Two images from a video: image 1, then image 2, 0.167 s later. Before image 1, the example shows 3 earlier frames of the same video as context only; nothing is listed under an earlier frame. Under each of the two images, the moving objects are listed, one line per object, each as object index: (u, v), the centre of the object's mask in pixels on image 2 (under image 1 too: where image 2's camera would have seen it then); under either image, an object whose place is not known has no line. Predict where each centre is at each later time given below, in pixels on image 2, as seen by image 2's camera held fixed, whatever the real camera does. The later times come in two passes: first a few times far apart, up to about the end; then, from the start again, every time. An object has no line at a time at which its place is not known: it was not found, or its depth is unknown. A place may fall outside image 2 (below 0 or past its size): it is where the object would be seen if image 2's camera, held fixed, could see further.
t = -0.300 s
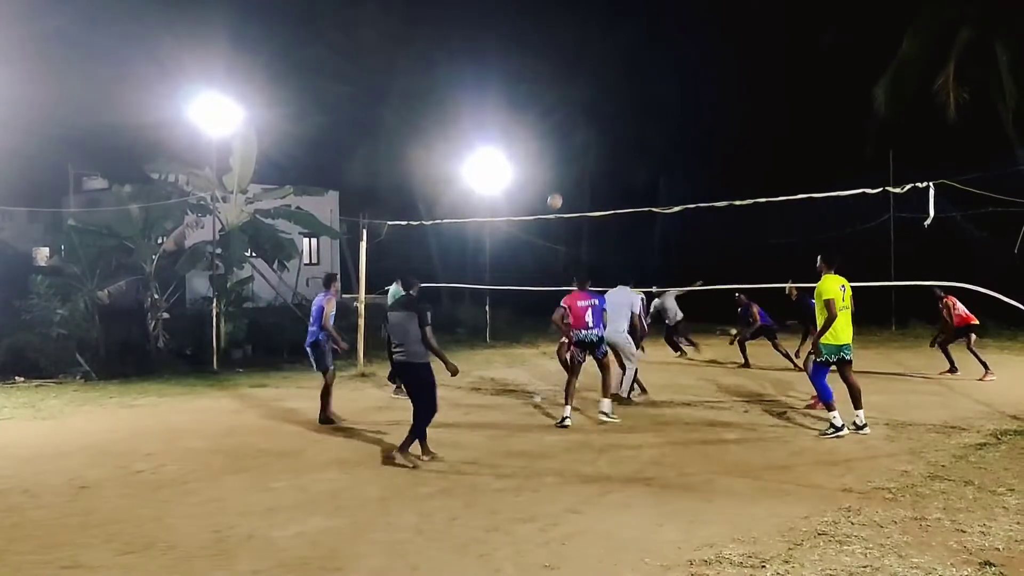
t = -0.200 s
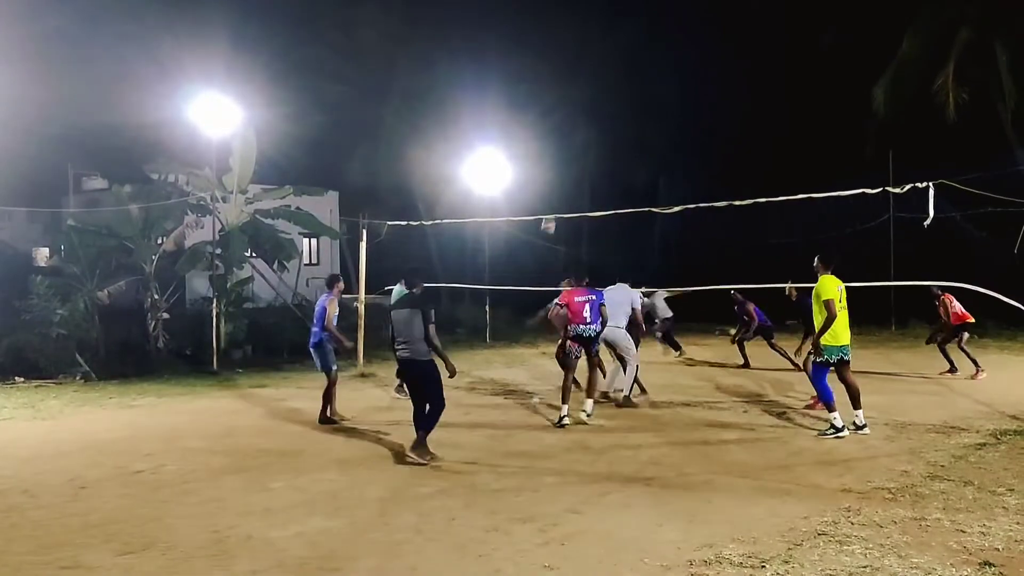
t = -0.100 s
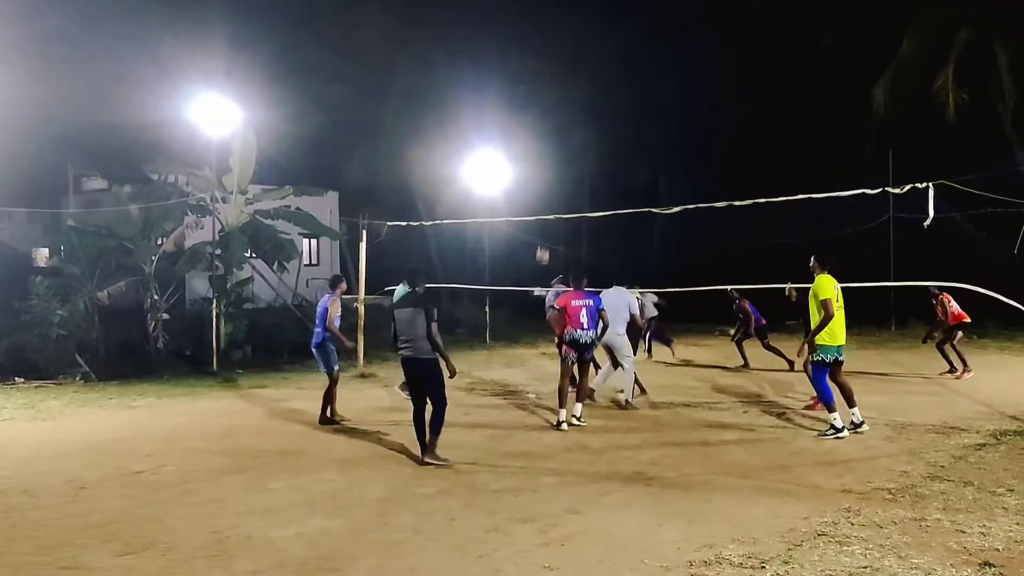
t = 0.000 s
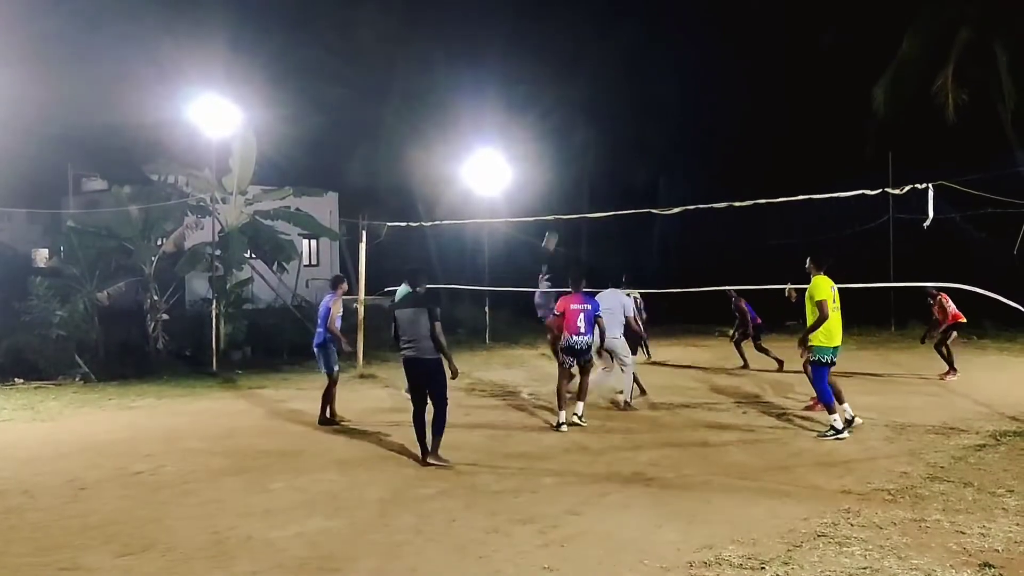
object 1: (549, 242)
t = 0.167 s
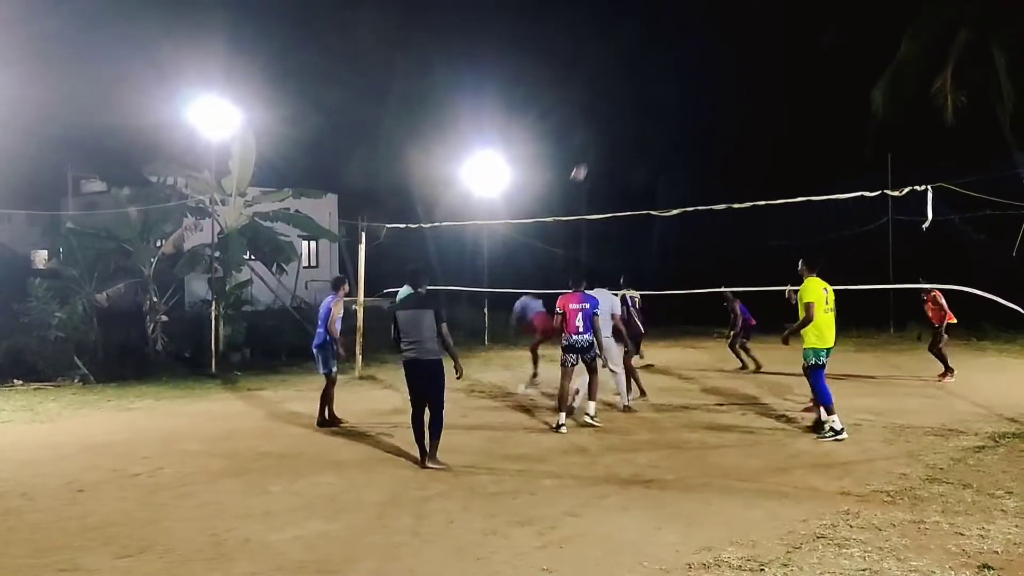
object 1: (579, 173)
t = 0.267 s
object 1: (597, 140)
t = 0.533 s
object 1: (643, 83)
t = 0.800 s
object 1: (687, 71)
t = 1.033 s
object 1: (724, 93)
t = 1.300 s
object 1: (764, 153)
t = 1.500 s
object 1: (794, 221)
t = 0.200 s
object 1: (585, 161)
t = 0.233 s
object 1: (591, 151)
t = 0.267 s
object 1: (597, 140)
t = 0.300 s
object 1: (603, 131)
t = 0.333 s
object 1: (608, 122)
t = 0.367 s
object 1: (614, 114)
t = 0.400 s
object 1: (620, 106)
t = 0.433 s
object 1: (626, 99)
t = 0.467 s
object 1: (631, 93)
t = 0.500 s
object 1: (637, 88)
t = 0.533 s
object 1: (643, 83)
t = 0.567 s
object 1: (648, 80)
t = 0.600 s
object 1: (654, 76)
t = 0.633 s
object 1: (660, 74)
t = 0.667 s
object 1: (665, 72)
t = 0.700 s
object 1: (671, 70)
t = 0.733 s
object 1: (676, 70)
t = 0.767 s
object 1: (682, 70)
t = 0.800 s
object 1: (687, 71)
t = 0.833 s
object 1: (693, 72)
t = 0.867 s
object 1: (698, 74)
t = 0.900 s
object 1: (703, 77)
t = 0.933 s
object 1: (708, 80)
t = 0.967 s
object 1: (713, 83)
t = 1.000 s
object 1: (719, 88)
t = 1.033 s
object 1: (724, 93)
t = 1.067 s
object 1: (729, 99)
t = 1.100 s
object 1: (734, 105)
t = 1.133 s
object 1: (739, 112)
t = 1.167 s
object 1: (744, 119)
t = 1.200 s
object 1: (750, 127)
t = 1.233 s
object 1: (755, 135)
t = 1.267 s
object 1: (760, 144)
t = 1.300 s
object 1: (764, 153)
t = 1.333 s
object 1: (769, 163)
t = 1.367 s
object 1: (774, 174)
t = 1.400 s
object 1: (779, 185)
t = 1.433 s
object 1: (784, 195)
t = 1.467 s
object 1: (789, 208)
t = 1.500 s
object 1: (794, 221)
